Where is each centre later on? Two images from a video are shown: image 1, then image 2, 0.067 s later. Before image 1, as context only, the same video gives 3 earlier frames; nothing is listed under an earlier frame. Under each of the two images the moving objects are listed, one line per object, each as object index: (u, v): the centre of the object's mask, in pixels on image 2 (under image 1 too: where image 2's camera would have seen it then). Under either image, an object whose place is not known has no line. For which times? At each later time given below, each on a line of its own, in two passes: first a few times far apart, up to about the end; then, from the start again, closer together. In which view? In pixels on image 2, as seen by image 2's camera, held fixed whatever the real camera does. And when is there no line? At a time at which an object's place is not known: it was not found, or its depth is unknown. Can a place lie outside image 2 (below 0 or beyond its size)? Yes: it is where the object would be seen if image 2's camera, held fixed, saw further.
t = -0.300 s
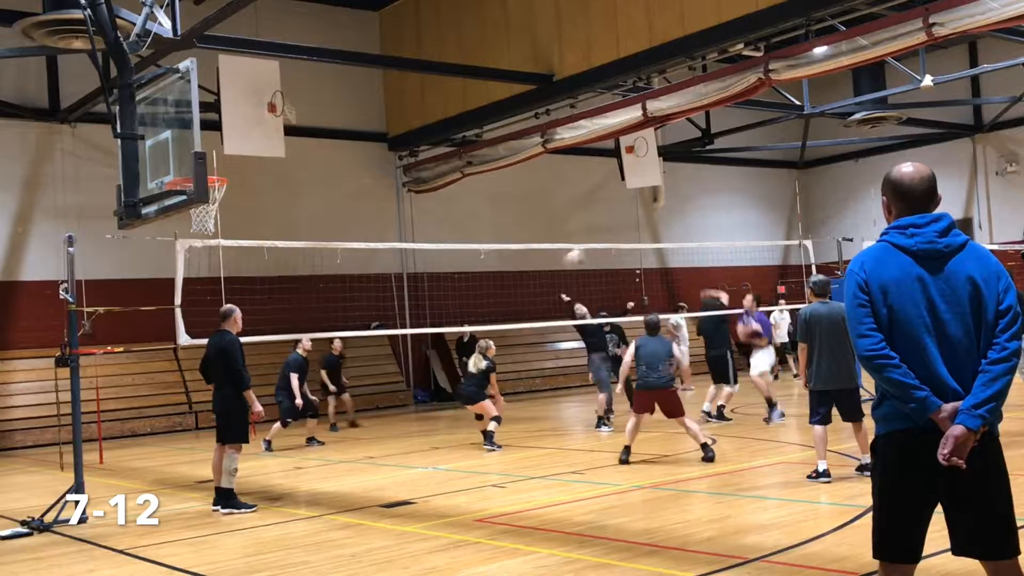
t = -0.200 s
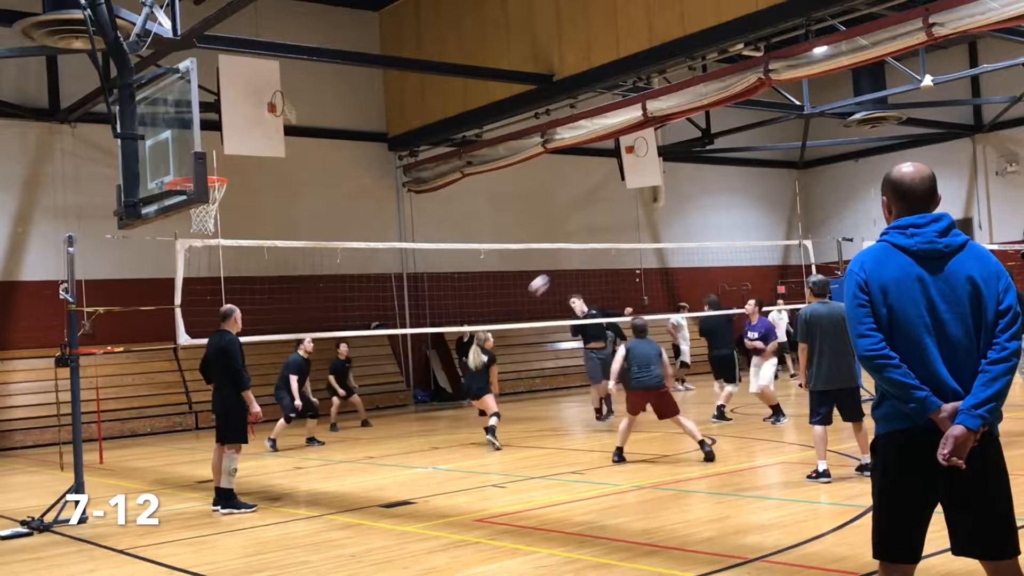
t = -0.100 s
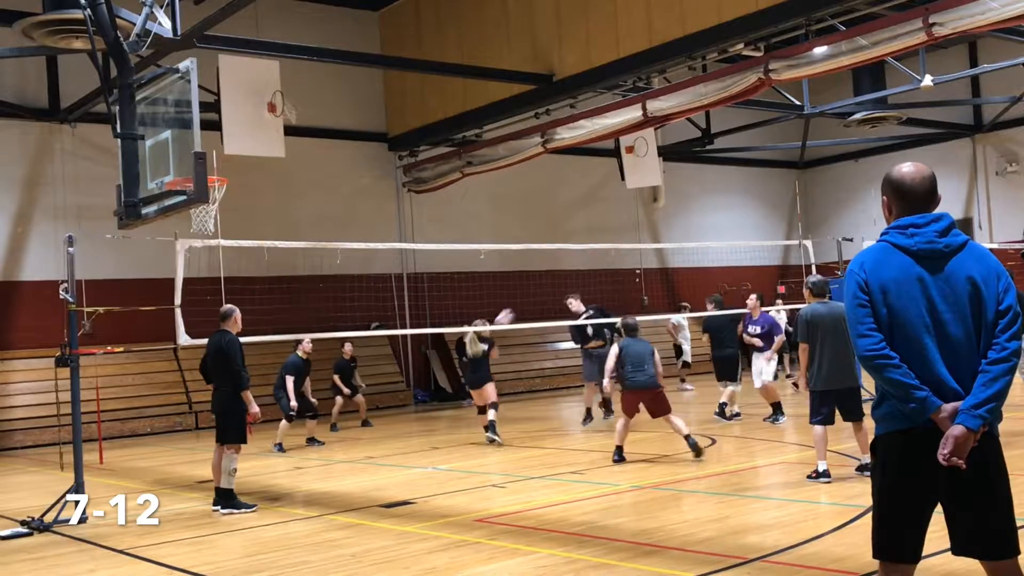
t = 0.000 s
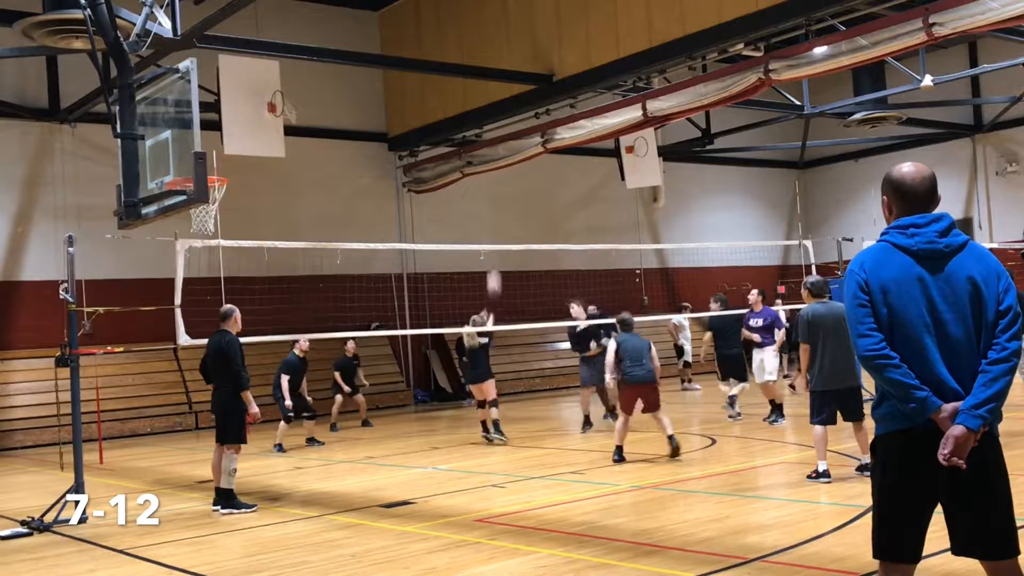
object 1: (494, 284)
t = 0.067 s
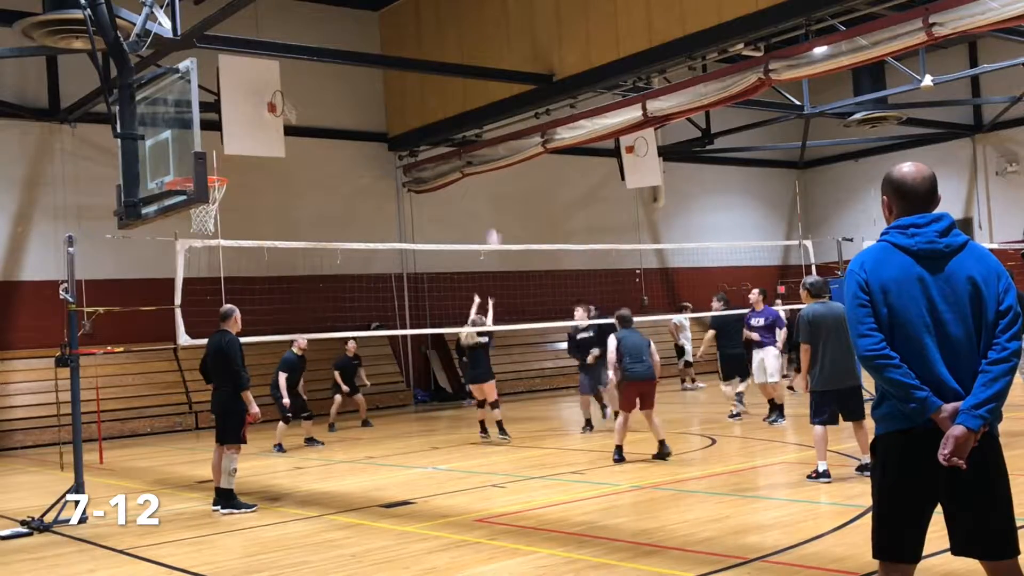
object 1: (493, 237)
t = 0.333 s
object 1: (497, 108)
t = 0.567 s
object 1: (503, 38)
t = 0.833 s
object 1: (513, 7)
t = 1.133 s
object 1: (529, 36)
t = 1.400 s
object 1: (548, 125)
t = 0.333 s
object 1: (497, 108)
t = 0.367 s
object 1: (498, 97)
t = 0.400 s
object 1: (498, 85)
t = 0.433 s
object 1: (499, 74)
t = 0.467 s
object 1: (500, 64)
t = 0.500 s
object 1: (501, 53)
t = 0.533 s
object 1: (501, 46)
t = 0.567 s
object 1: (503, 38)
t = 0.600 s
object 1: (504, 31)
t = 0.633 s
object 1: (505, 25)
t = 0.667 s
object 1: (506, 20)
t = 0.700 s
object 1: (507, 15)
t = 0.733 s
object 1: (509, 11)
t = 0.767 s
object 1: (510, 9)
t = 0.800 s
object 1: (511, 8)
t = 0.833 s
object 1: (513, 7)
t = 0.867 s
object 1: (514, 7)
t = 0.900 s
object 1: (516, 7)
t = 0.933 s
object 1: (518, 8)
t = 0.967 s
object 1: (519, 10)
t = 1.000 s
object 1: (521, 13)
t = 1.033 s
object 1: (523, 18)
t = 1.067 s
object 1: (525, 23)
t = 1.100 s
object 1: (527, 29)
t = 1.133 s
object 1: (529, 36)
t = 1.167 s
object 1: (531, 44)
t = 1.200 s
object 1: (533, 53)
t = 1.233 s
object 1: (536, 63)
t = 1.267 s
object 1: (538, 73)
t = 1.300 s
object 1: (540, 85)
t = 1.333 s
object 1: (543, 98)
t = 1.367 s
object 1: (545, 111)
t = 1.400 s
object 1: (548, 125)
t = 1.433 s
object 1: (551, 141)
